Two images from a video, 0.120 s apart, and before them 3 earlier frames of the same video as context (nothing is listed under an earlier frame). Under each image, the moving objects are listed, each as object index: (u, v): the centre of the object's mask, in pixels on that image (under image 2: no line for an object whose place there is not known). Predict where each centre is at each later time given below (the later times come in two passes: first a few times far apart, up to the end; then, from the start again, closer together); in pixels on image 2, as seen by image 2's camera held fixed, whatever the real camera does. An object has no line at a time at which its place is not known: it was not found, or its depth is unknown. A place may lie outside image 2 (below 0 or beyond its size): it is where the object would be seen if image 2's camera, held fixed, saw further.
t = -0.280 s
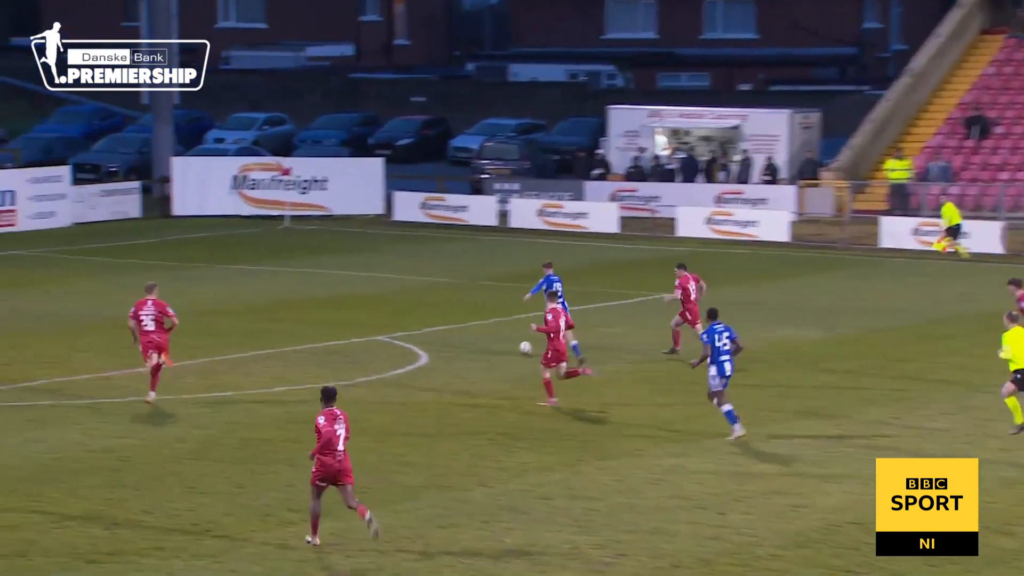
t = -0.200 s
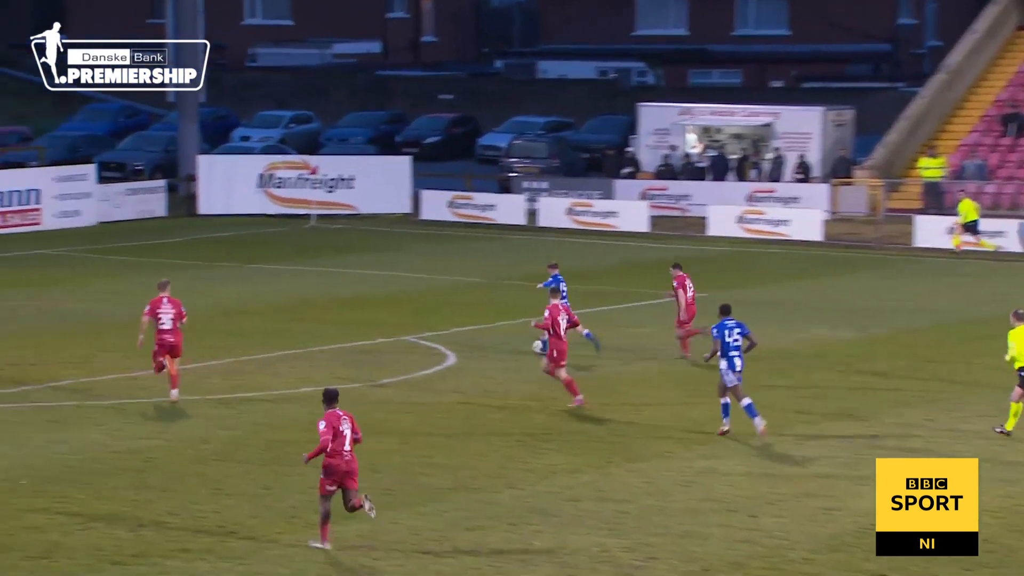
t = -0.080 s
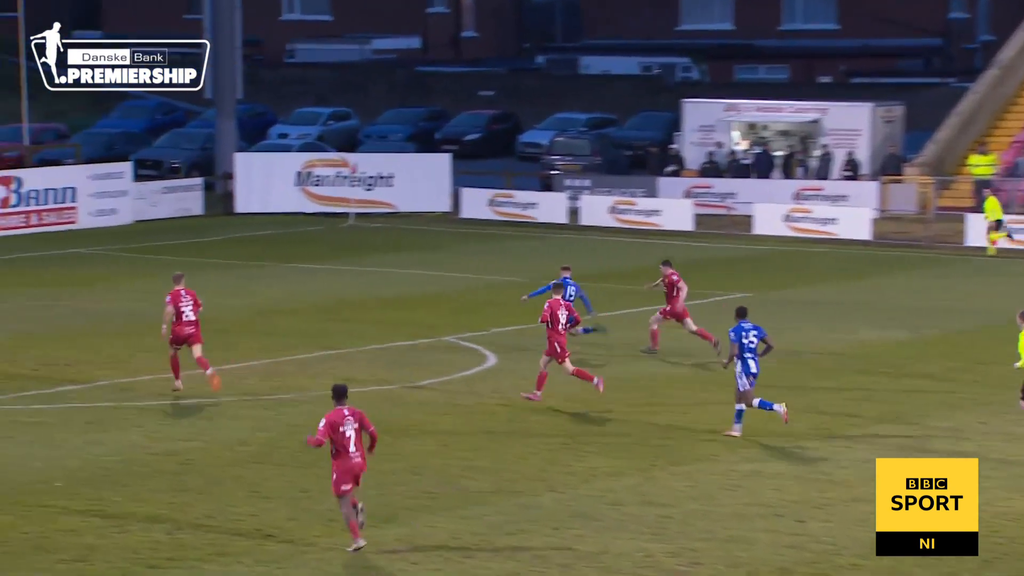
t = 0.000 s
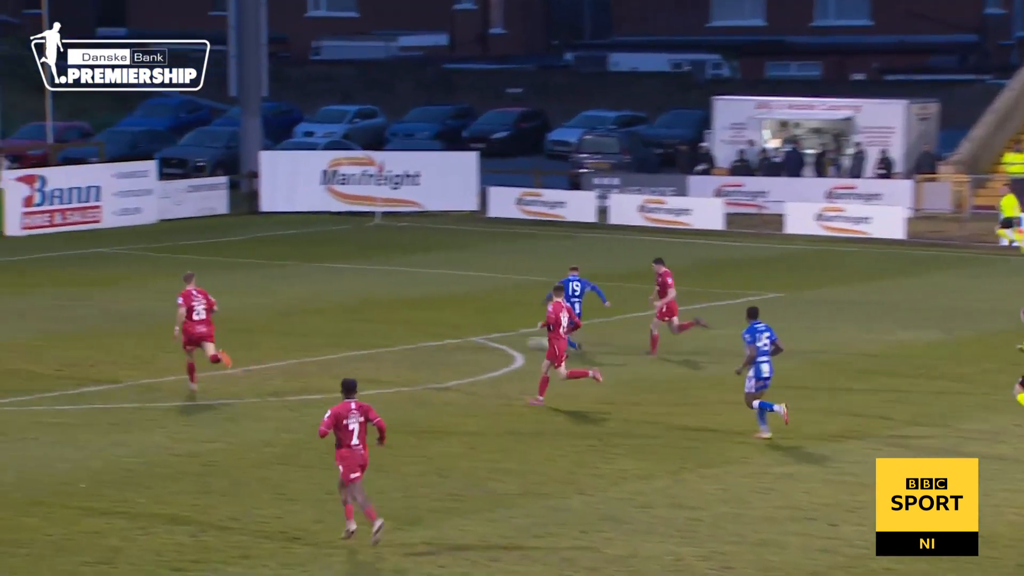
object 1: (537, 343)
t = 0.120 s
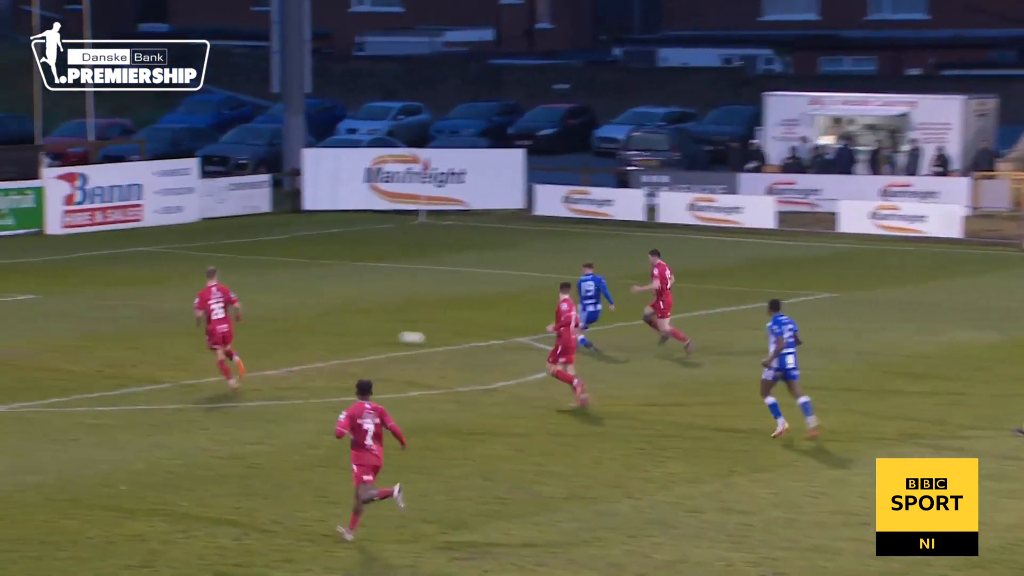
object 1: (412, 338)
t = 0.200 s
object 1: (300, 338)
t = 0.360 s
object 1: (93, 333)
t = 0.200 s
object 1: (300, 338)
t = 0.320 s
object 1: (145, 332)
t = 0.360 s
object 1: (93, 333)
